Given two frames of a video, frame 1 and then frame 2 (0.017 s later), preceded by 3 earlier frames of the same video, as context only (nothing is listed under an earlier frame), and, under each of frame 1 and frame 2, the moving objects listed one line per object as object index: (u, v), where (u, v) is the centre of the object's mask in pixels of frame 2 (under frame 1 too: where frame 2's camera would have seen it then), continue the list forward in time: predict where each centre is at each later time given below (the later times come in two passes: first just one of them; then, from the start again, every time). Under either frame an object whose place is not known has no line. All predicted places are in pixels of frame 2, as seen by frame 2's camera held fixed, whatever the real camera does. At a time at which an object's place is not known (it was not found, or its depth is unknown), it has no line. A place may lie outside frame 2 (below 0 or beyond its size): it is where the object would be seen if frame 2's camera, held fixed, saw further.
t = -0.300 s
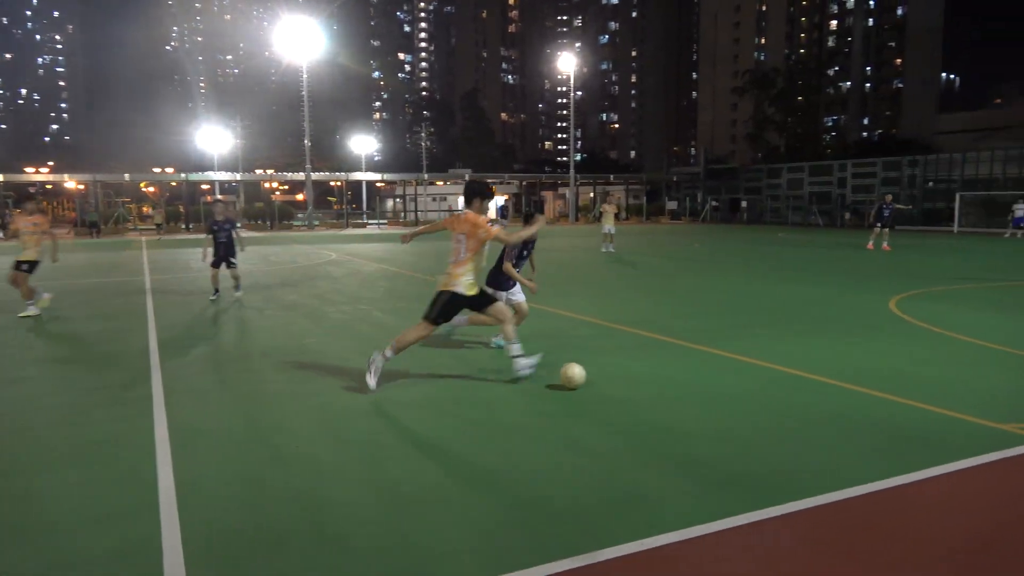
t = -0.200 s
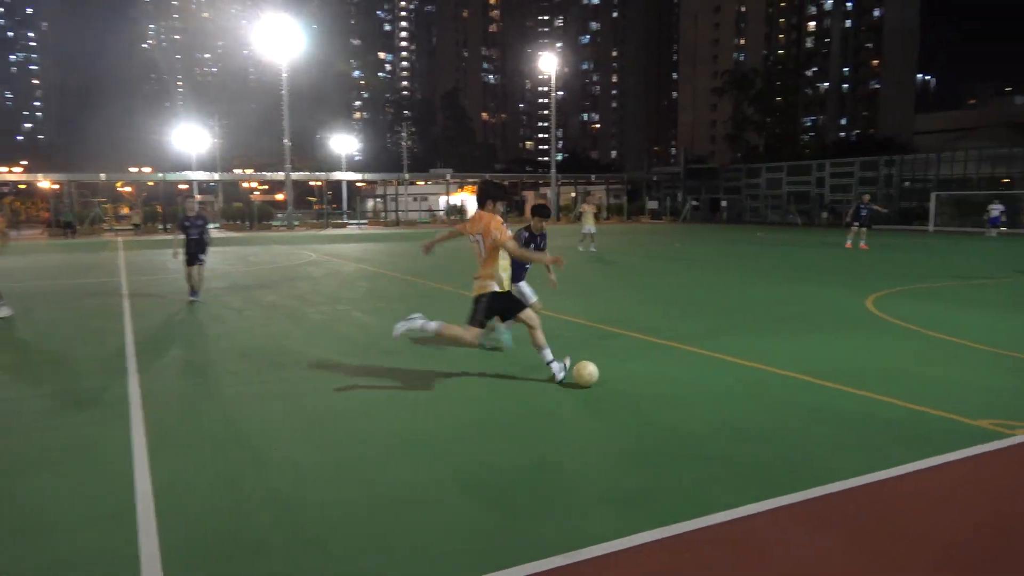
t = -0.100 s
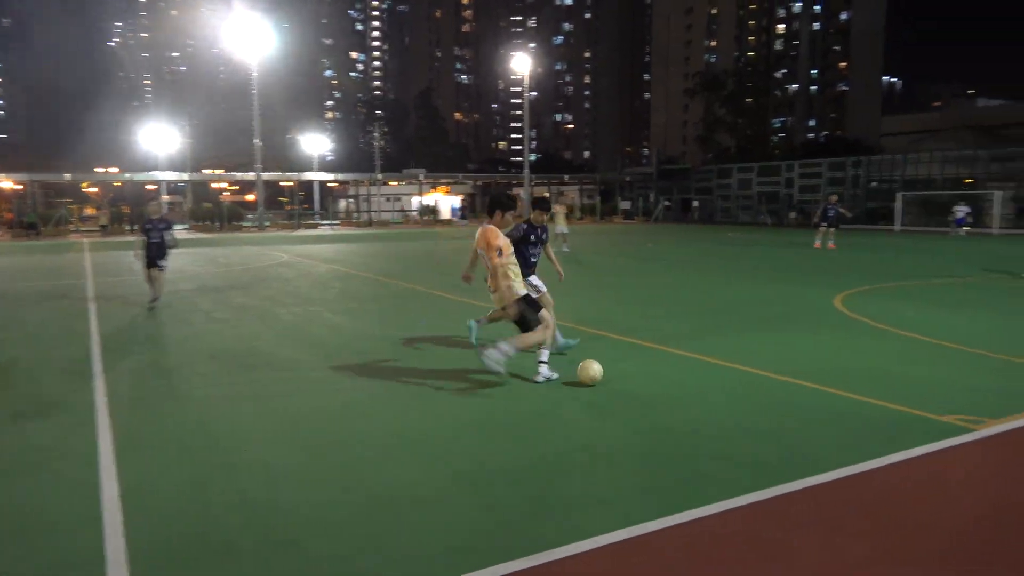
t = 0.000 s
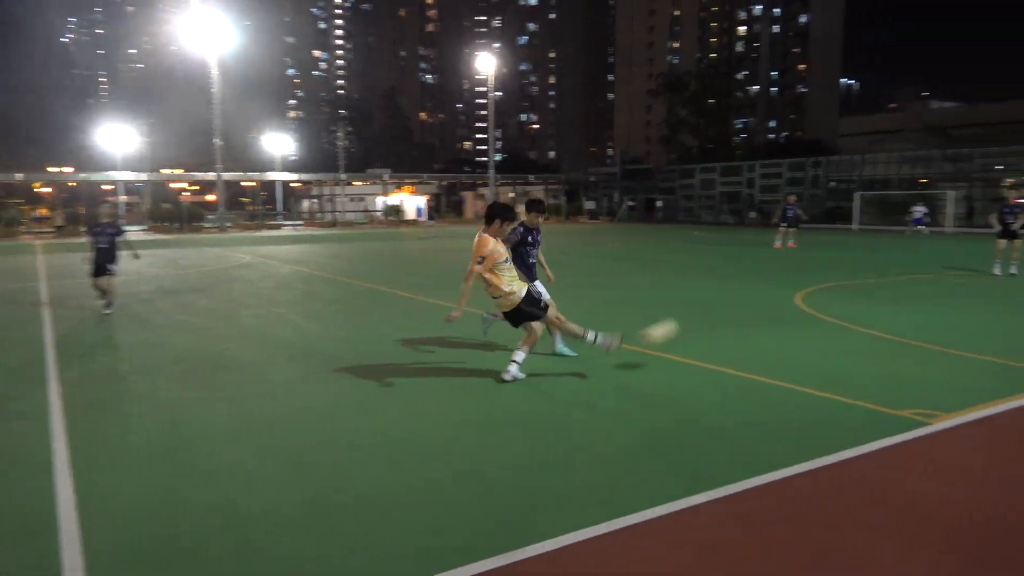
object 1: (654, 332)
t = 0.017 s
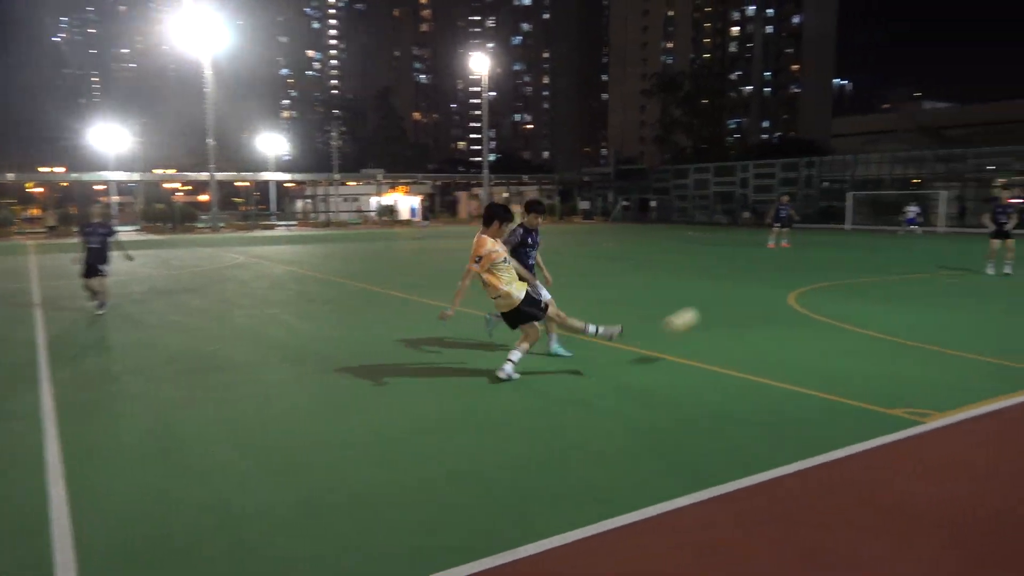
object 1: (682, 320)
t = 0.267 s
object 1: (944, 227)
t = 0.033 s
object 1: (709, 308)
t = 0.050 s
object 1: (734, 297)
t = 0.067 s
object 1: (757, 288)
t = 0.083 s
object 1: (778, 280)
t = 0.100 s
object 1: (799, 272)
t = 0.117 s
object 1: (818, 265)
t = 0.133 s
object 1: (835, 258)
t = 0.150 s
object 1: (852, 253)
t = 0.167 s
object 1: (868, 248)
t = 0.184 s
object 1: (883, 243)
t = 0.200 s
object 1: (896, 240)
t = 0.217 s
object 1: (910, 235)
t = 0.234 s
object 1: (922, 232)
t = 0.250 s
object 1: (933, 229)
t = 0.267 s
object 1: (944, 227)
